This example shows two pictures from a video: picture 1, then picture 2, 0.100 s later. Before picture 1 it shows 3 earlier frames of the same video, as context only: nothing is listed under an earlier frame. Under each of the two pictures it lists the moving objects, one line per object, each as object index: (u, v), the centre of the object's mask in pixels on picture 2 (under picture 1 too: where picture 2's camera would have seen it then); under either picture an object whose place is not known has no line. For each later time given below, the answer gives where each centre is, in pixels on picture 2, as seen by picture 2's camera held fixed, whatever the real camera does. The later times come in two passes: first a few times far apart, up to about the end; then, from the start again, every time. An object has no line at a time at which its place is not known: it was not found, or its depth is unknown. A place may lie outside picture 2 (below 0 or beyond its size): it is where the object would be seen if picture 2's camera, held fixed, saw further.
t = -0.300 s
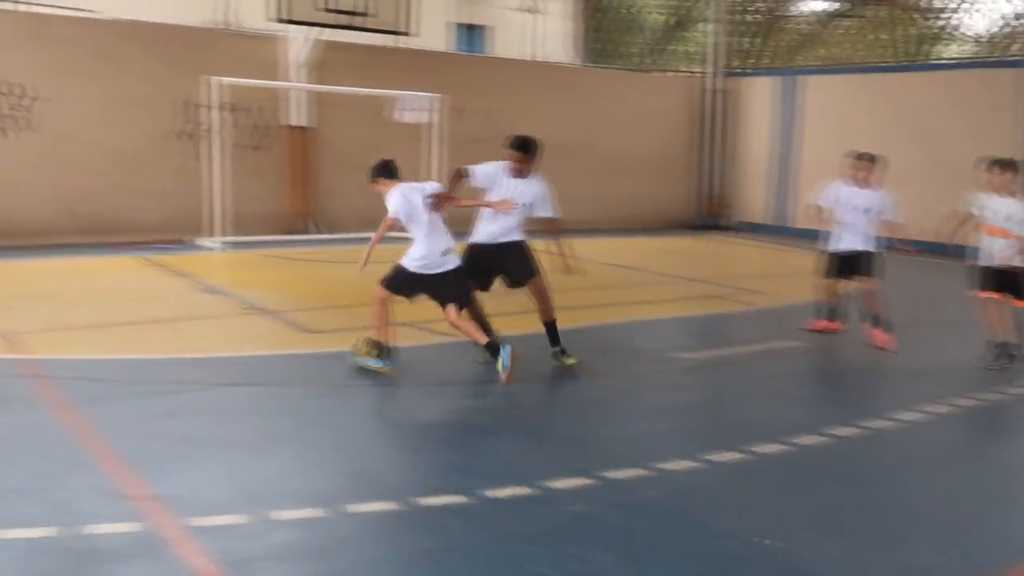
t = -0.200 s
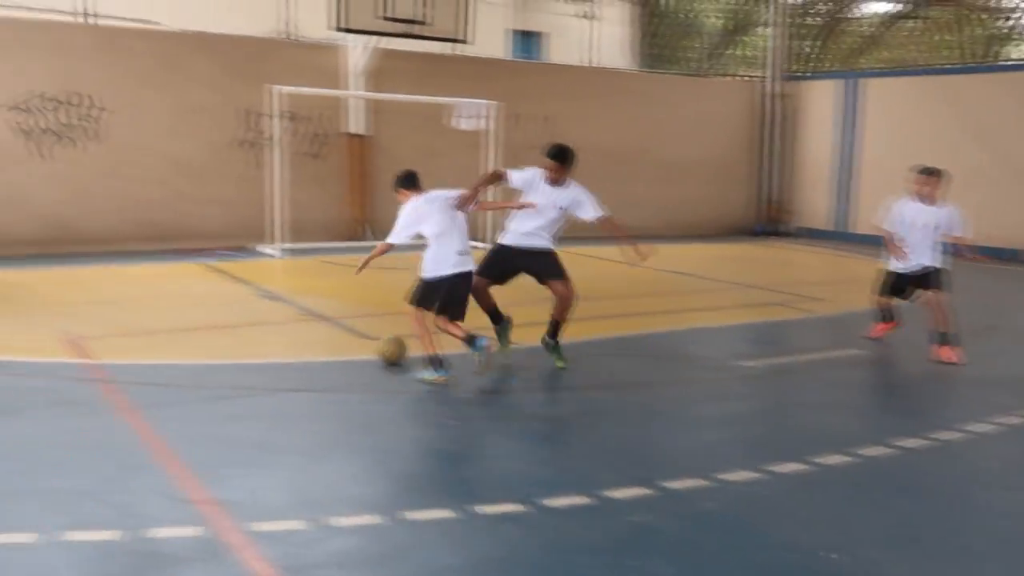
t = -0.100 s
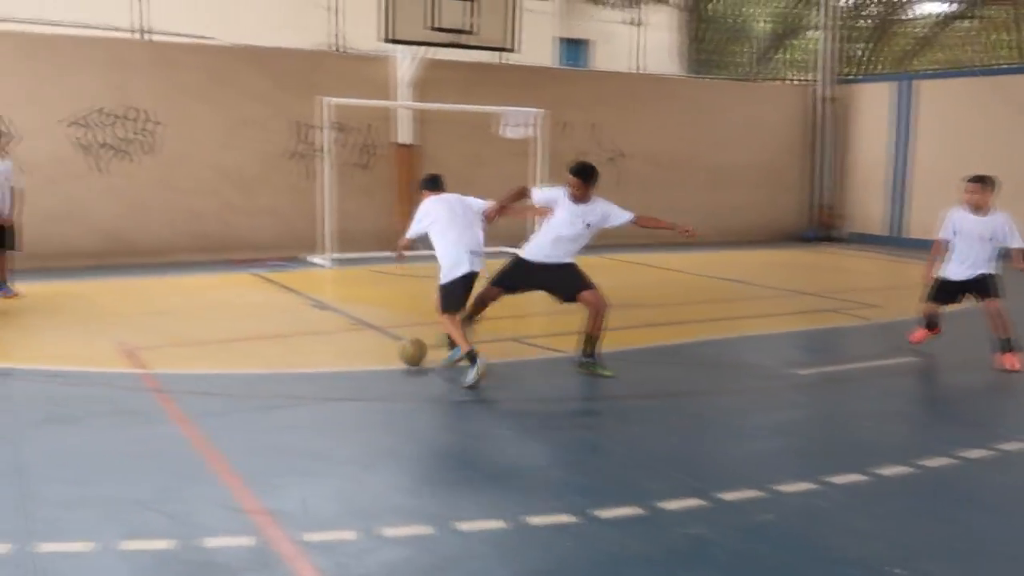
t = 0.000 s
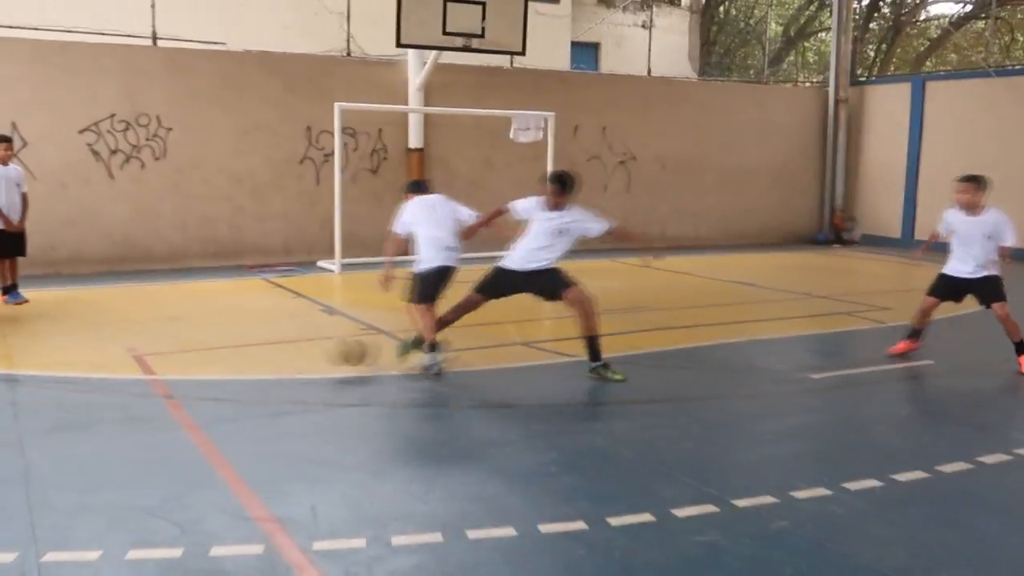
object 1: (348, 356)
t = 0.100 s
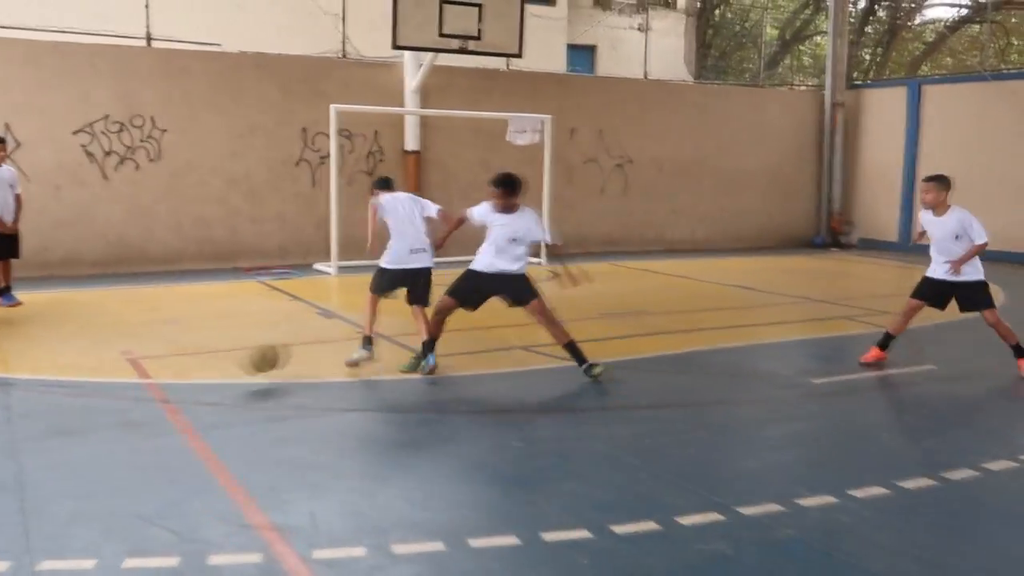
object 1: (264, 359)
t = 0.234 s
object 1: (142, 380)
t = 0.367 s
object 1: (20, 388)
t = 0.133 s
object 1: (234, 362)
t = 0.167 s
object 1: (204, 368)
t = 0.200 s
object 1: (172, 376)
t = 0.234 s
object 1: (142, 380)
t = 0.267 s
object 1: (112, 380)
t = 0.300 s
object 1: (82, 381)
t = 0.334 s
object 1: (52, 383)
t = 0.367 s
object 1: (20, 388)
